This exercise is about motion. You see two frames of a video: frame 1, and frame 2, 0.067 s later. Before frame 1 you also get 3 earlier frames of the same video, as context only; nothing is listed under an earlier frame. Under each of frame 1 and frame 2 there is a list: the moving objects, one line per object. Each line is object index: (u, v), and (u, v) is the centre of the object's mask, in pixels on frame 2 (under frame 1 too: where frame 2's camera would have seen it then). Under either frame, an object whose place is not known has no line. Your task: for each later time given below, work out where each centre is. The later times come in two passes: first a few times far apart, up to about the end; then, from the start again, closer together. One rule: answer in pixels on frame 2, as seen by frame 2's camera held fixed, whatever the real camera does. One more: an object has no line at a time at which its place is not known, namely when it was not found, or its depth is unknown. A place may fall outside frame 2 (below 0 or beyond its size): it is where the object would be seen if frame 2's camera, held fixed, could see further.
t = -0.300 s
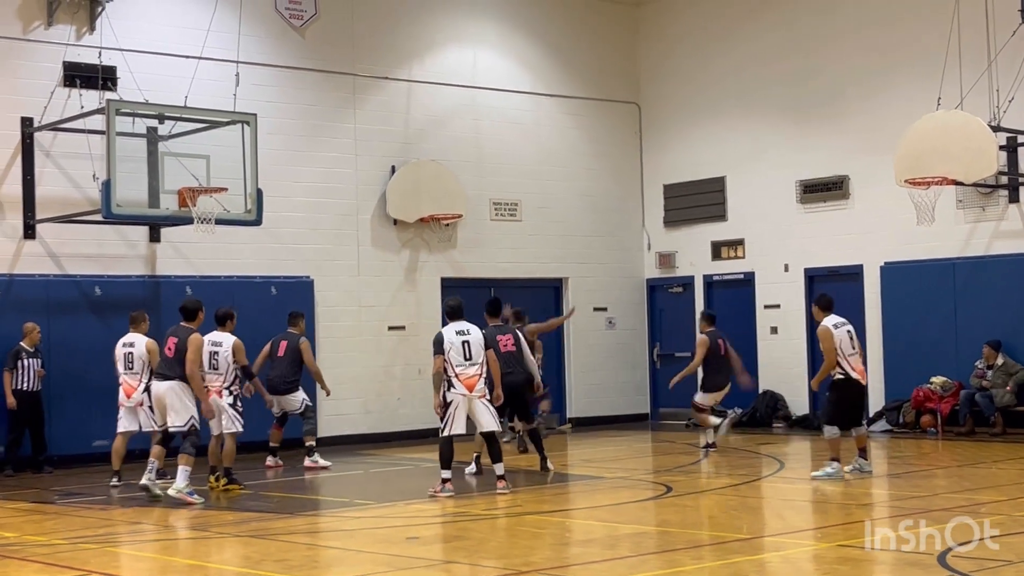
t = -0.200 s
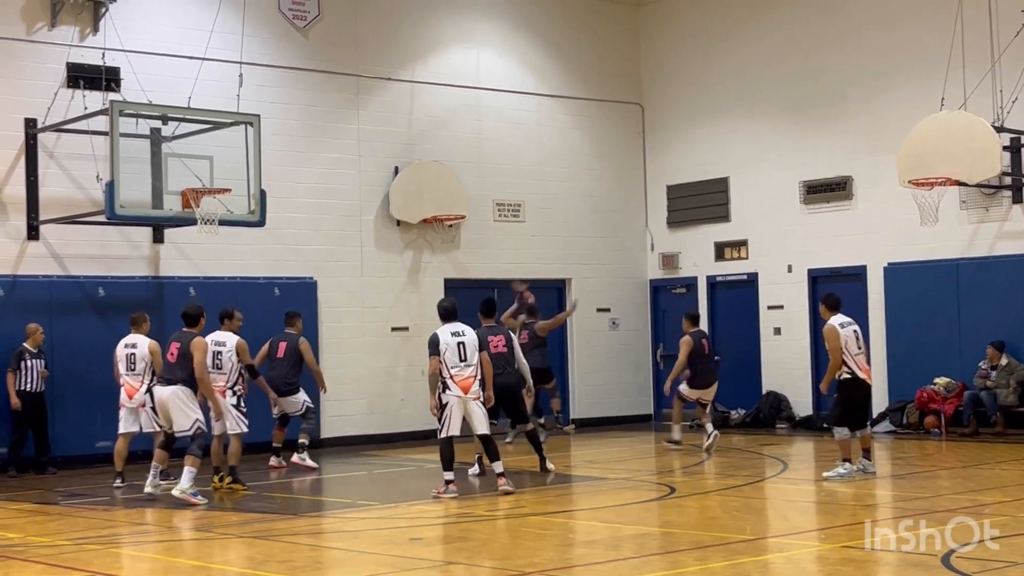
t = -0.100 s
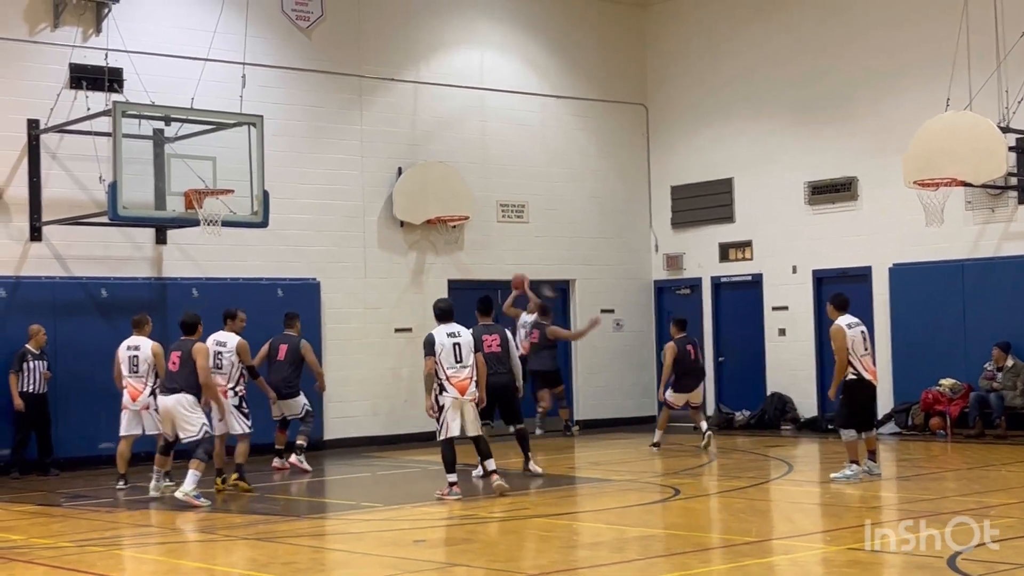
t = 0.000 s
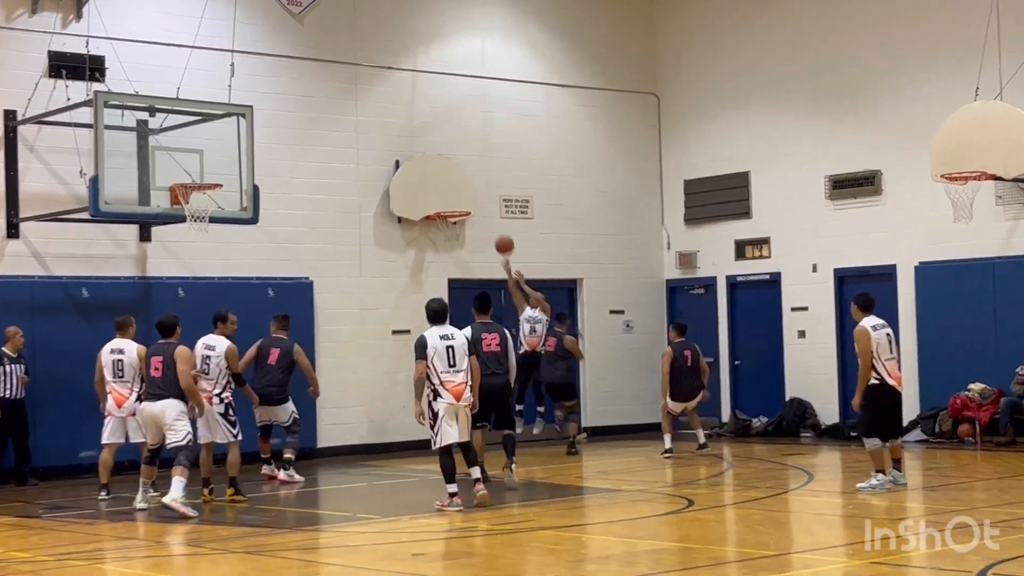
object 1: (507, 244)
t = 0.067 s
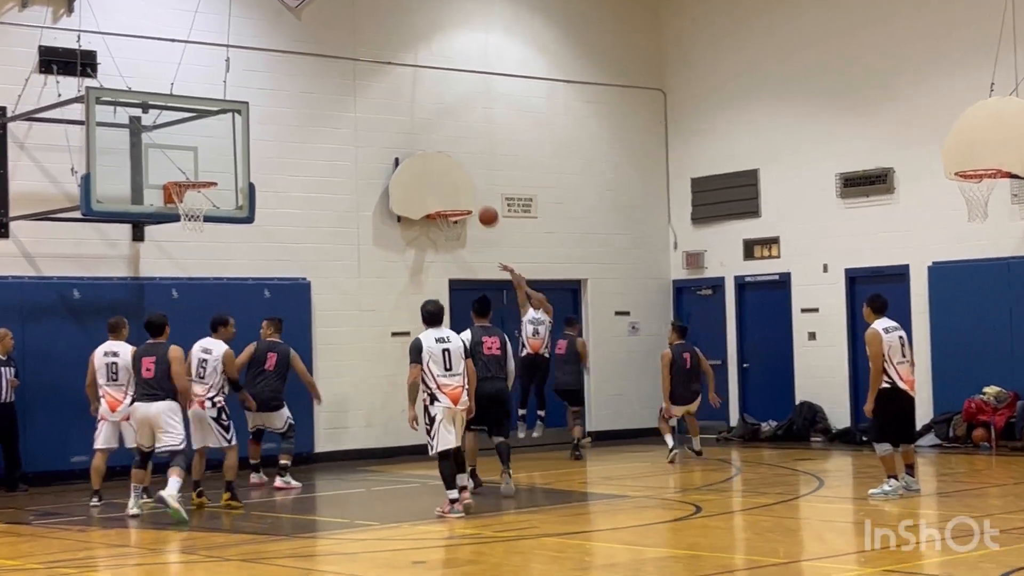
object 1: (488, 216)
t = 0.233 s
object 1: (441, 159)
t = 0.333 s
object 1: (411, 135)
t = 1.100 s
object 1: (282, 187)
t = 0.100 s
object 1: (479, 202)
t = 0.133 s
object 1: (469, 190)
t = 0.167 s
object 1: (460, 179)
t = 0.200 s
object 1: (450, 169)
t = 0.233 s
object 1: (441, 159)
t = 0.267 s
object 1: (431, 150)
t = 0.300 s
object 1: (421, 142)
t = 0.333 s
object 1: (411, 135)
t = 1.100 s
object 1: (282, 187)
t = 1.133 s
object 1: (294, 192)
